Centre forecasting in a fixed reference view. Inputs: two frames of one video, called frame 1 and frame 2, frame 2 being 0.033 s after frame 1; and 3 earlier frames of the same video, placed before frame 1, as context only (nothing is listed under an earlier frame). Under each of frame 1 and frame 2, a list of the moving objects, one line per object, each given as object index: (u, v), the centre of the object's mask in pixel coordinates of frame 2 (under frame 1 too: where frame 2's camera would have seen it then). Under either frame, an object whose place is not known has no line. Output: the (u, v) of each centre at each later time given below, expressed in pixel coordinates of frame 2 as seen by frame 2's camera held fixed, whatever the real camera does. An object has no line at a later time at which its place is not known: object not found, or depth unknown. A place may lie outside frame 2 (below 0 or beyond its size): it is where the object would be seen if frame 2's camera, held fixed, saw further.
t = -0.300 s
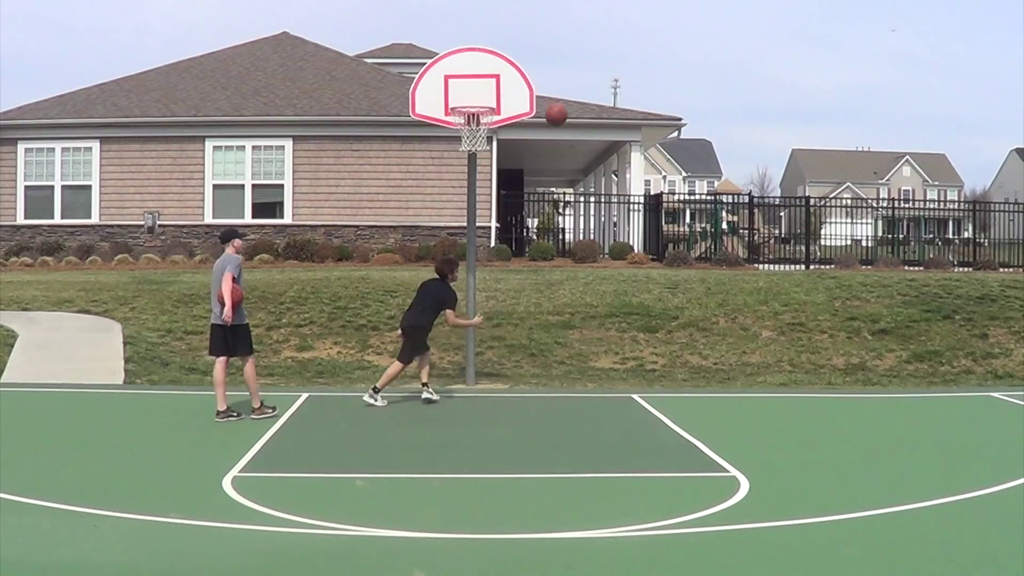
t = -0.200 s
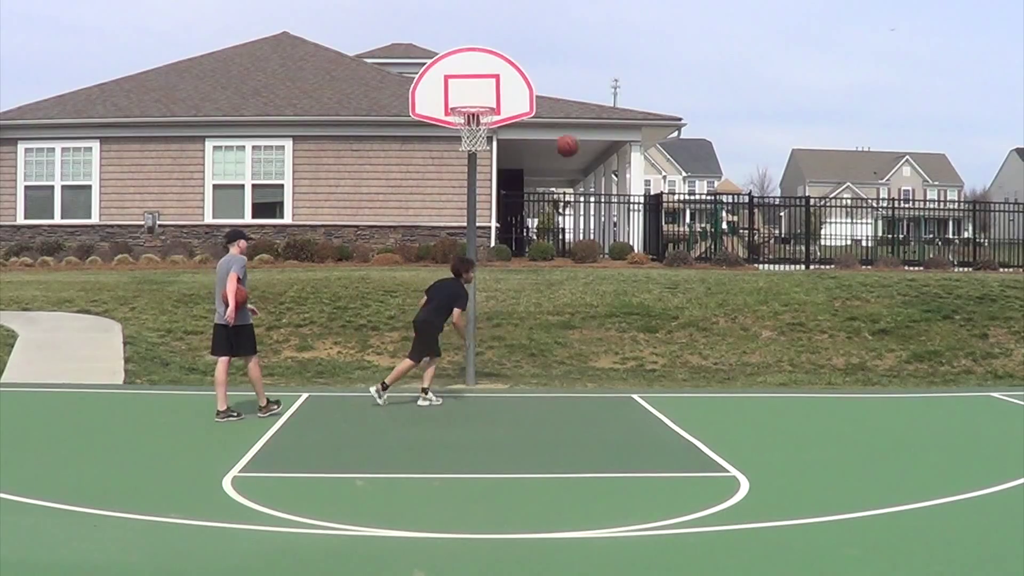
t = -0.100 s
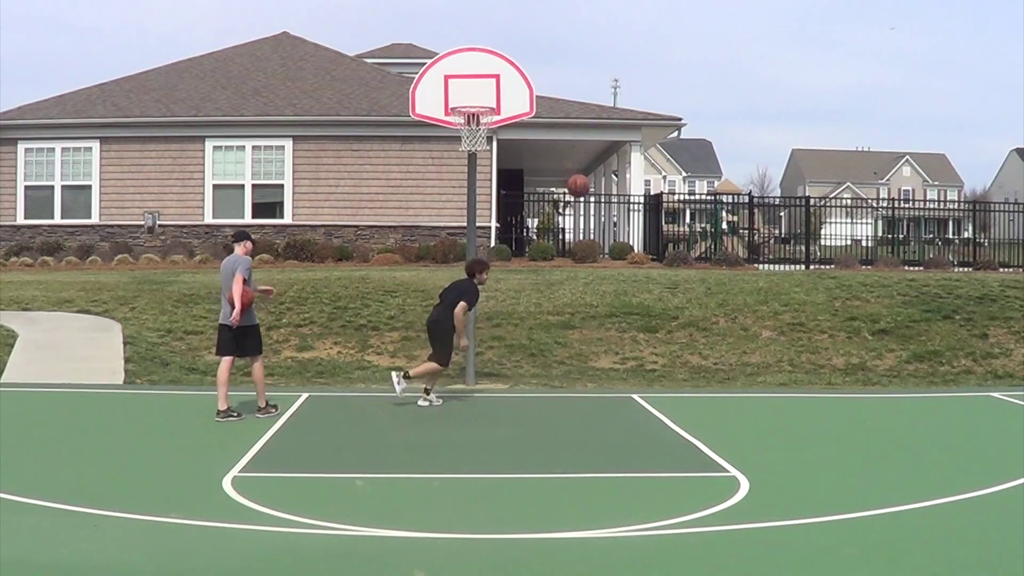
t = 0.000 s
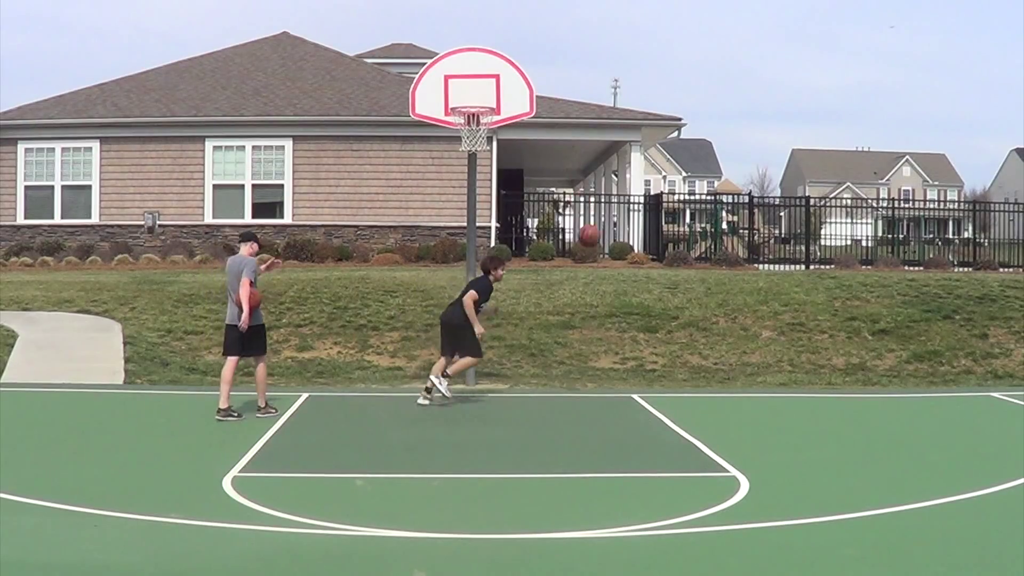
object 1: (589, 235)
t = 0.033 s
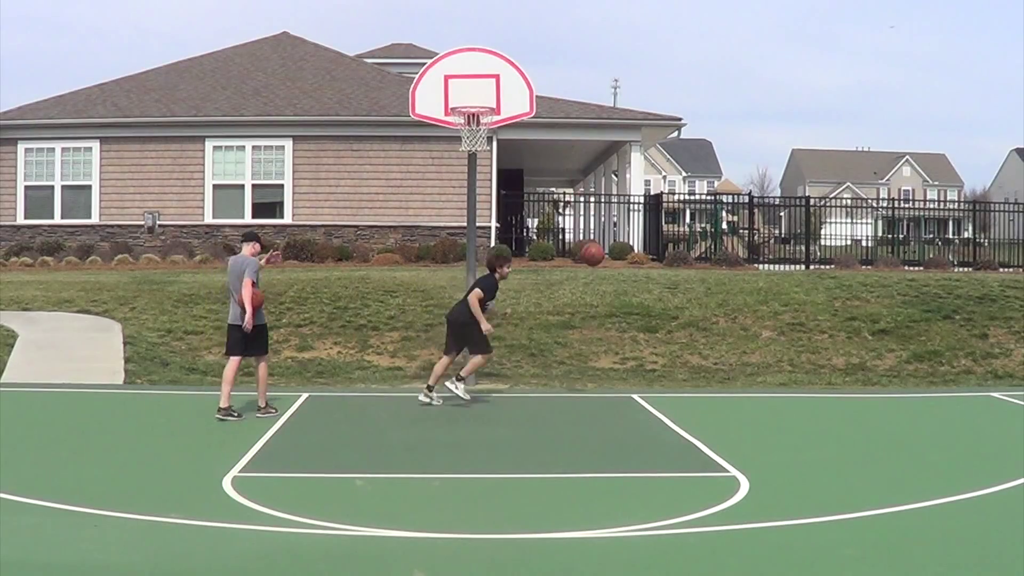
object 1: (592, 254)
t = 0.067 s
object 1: (596, 275)
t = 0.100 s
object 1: (600, 295)
